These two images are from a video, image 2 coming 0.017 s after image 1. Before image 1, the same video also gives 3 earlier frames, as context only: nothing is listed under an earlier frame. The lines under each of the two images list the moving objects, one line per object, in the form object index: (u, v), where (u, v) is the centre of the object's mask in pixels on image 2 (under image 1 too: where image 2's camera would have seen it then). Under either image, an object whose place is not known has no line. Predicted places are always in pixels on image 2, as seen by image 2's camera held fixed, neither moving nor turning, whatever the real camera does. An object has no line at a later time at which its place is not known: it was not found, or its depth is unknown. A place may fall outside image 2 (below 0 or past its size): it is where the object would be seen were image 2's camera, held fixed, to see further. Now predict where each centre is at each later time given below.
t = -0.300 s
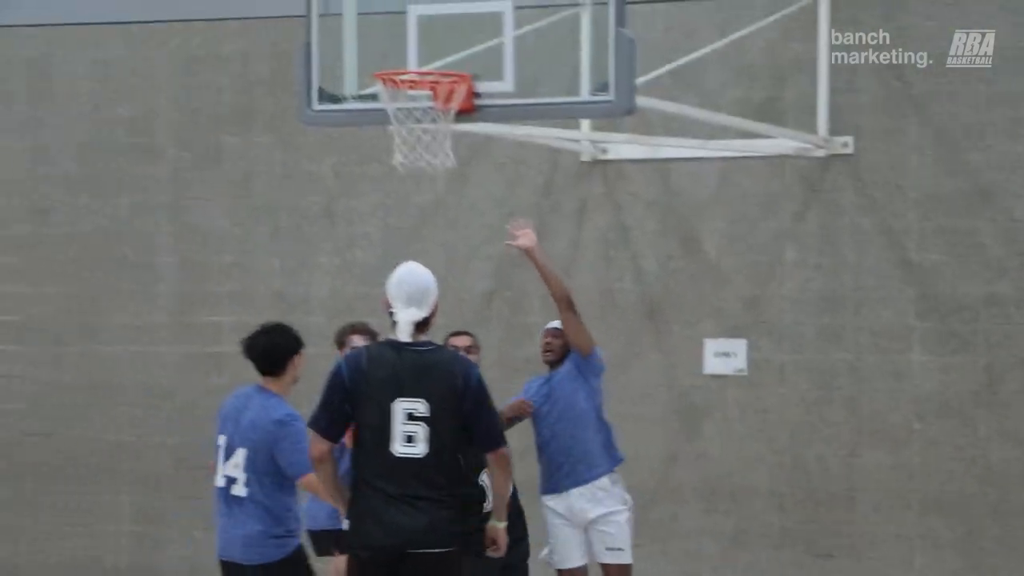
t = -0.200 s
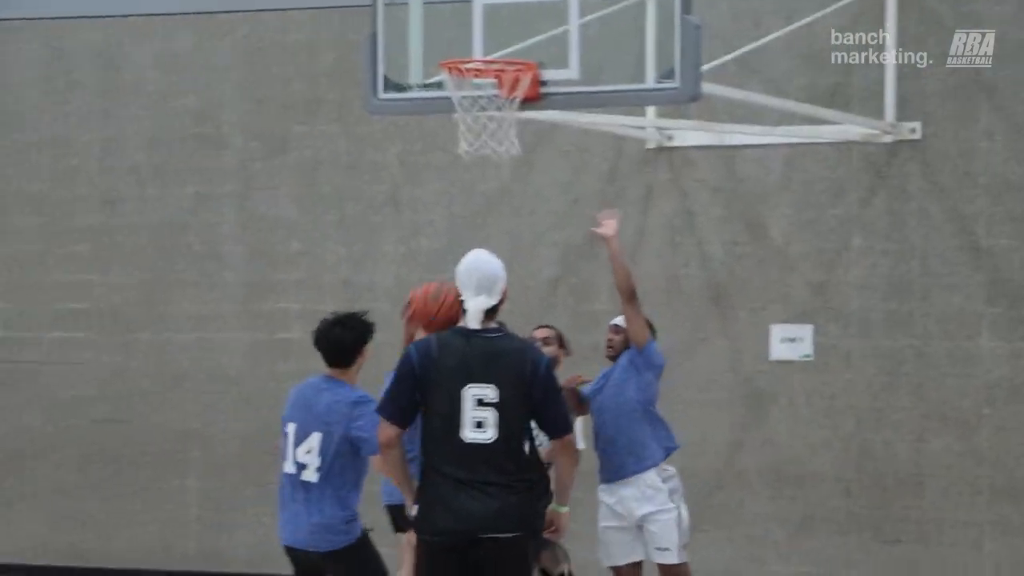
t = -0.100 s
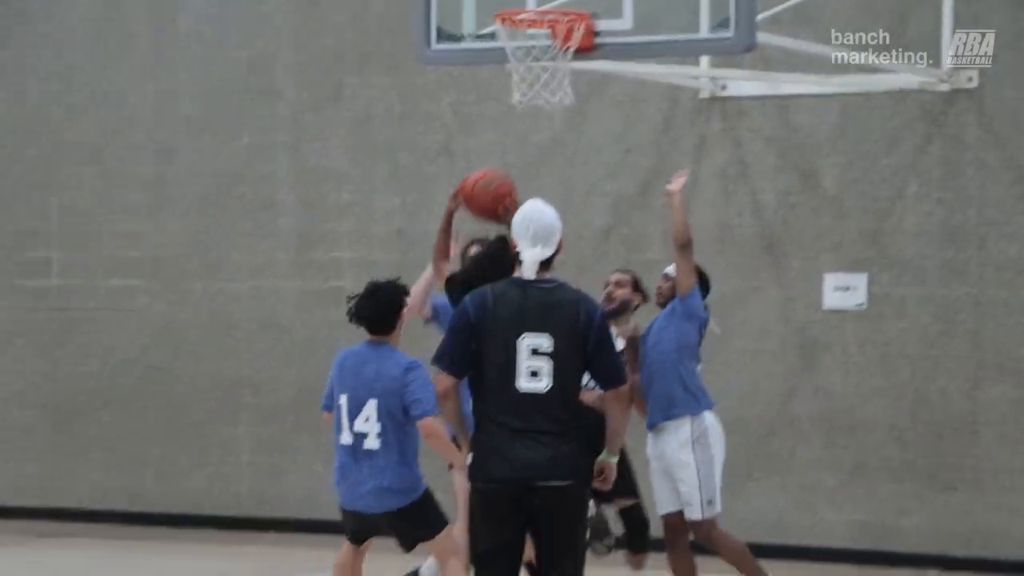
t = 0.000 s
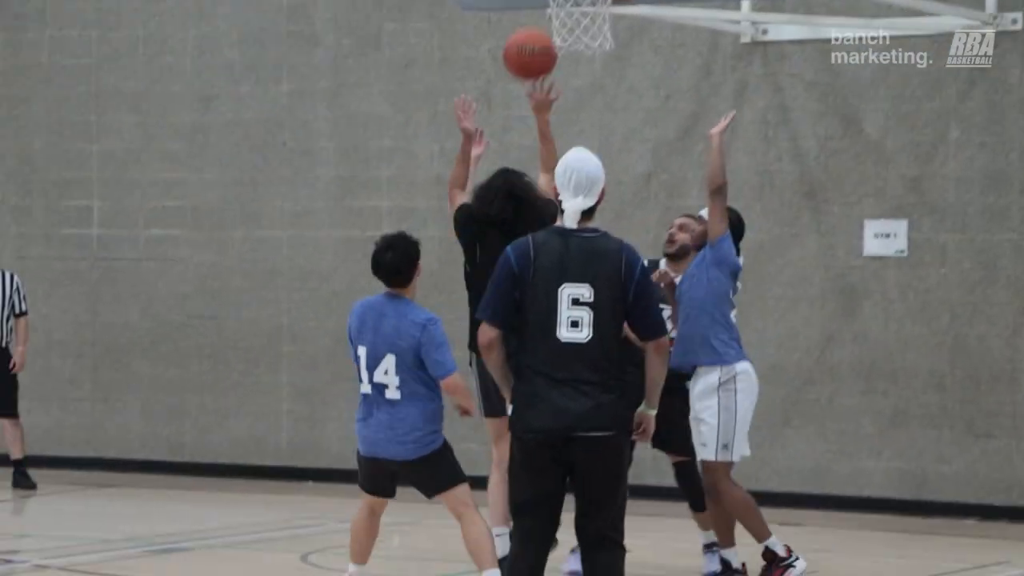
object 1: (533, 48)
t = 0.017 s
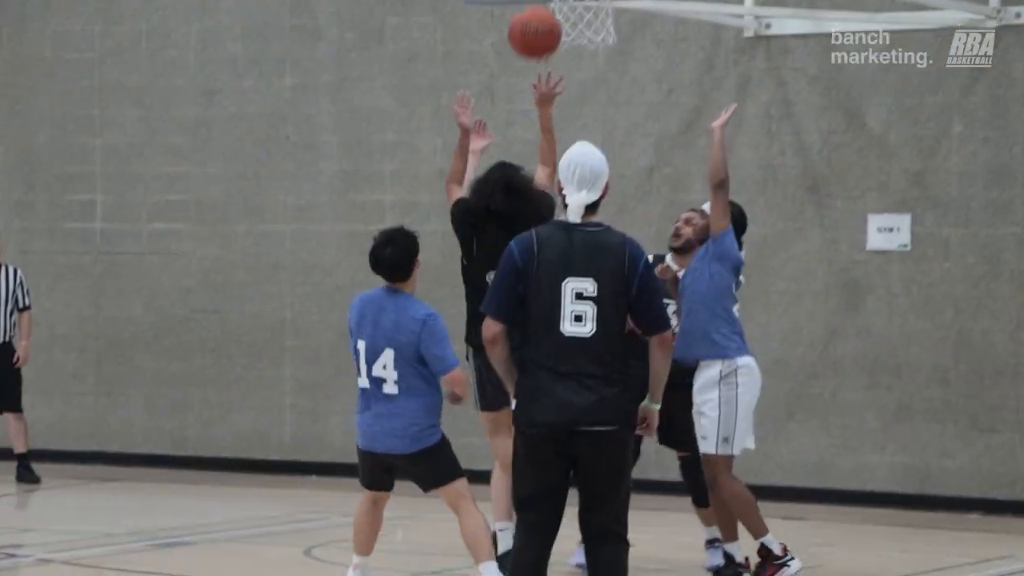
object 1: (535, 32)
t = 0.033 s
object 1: (536, 22)
